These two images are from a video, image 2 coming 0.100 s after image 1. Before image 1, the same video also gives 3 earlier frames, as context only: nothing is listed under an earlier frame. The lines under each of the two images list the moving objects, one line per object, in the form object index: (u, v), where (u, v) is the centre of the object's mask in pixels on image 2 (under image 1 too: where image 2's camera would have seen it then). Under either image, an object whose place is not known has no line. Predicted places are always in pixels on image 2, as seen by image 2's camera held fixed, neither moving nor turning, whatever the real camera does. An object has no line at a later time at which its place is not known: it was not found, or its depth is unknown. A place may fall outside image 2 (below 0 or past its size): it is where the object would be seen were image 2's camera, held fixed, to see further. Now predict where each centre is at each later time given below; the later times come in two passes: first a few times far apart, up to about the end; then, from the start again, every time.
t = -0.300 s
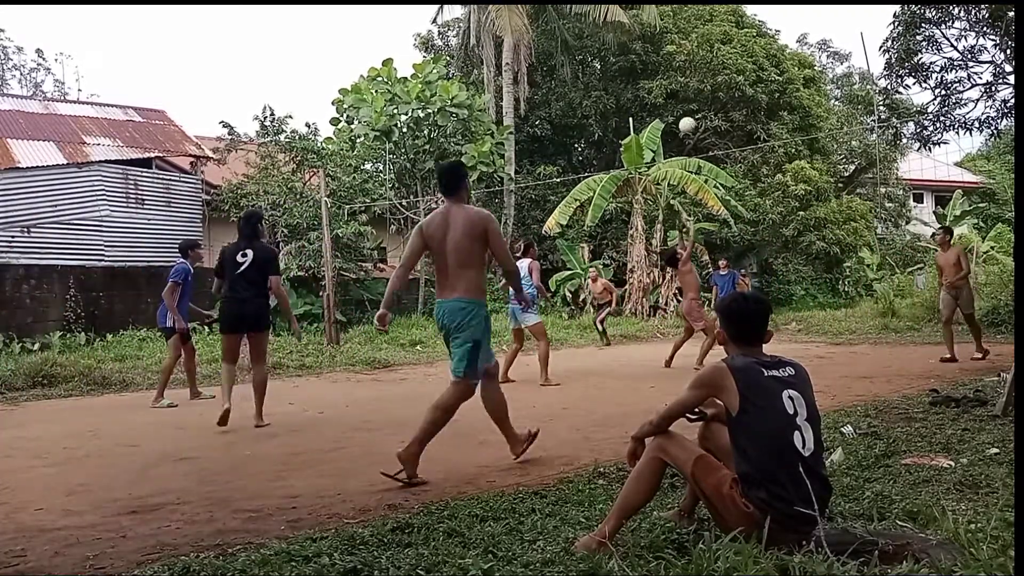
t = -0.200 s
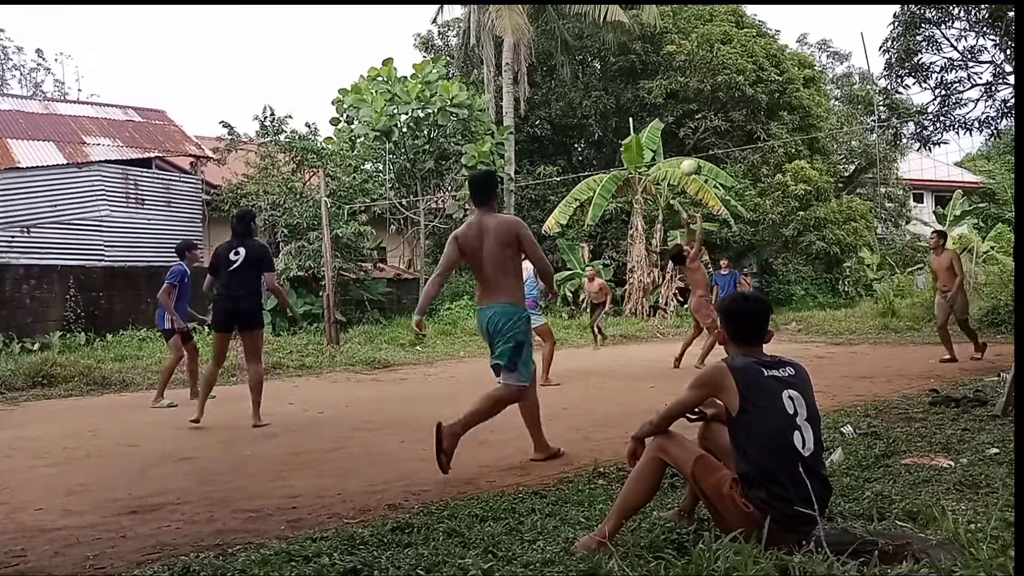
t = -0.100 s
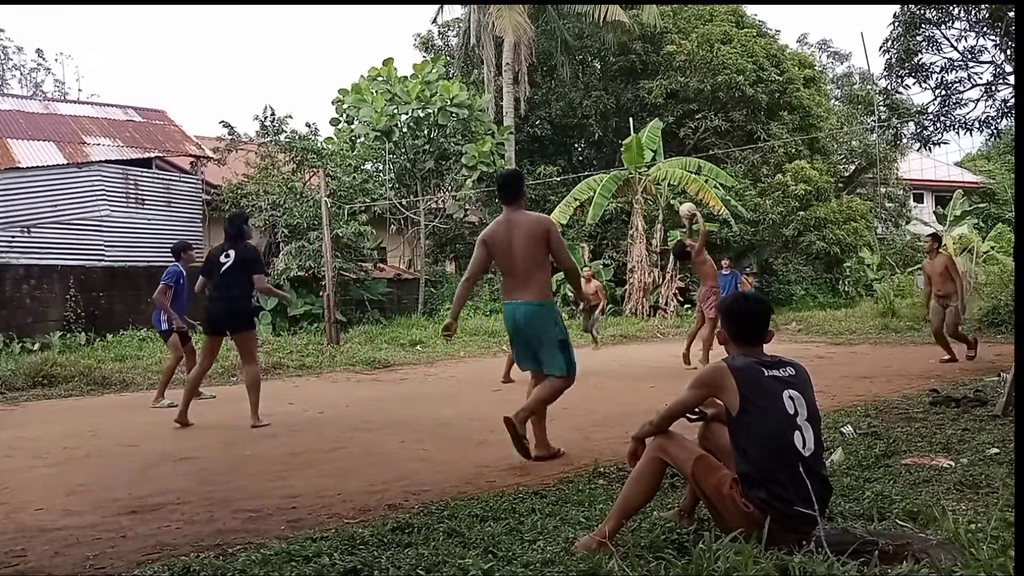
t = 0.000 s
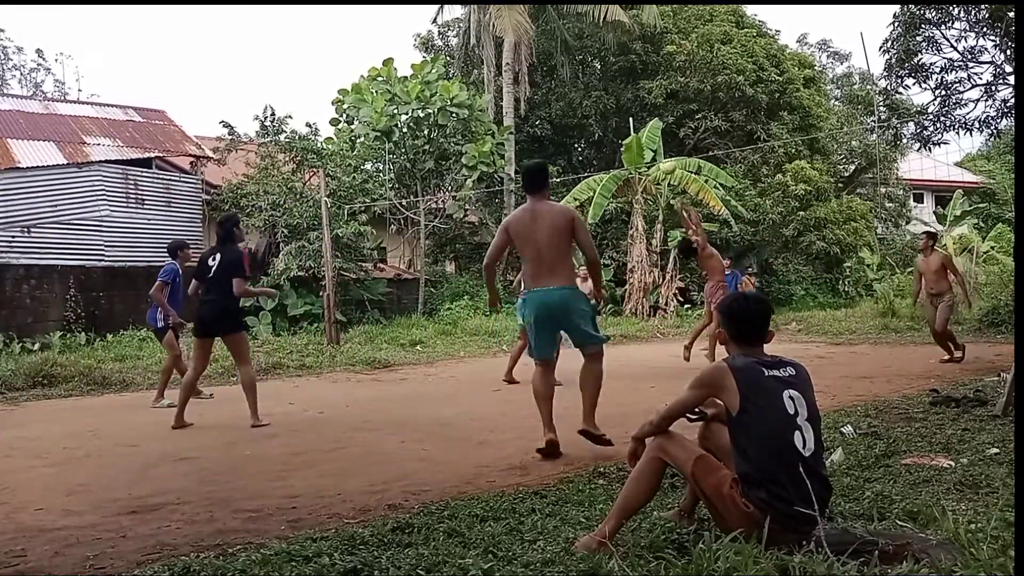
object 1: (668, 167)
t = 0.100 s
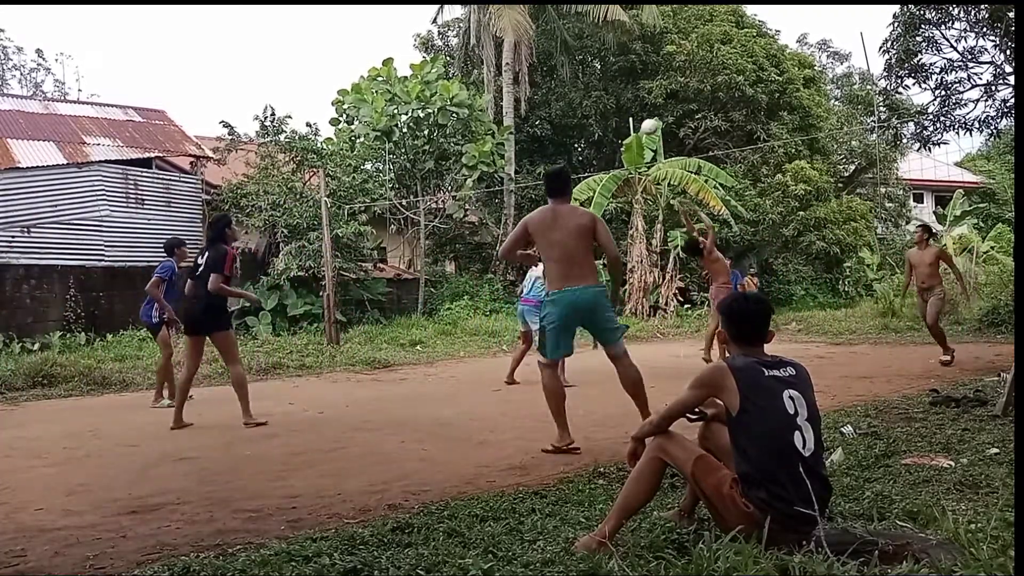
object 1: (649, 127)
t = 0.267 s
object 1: (620, 80)
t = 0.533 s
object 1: (578, 54)
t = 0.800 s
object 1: (540, 81)
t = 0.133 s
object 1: (643, 115)
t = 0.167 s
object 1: (637, 105)
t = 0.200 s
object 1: (632, 96)
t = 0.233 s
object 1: (626, 88)
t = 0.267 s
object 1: (620, 80)
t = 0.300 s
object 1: (615, 74)
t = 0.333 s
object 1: (610, 69)
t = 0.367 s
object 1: (604, 63)
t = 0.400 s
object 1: (599, 60)
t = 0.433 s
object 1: (593, 57)
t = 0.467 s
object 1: (588, 55)
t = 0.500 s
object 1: (583, 54)
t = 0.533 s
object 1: (578, 54)
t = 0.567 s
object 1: (573, 54)
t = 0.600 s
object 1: (568, 55)
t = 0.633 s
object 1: (563, 57)
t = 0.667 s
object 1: (558, 60)
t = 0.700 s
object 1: (553, 64)
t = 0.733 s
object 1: (549, 69)
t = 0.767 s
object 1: (544, 74)
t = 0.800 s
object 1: (540, 81)
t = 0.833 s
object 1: (536, 88)
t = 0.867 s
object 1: (532, 95)
